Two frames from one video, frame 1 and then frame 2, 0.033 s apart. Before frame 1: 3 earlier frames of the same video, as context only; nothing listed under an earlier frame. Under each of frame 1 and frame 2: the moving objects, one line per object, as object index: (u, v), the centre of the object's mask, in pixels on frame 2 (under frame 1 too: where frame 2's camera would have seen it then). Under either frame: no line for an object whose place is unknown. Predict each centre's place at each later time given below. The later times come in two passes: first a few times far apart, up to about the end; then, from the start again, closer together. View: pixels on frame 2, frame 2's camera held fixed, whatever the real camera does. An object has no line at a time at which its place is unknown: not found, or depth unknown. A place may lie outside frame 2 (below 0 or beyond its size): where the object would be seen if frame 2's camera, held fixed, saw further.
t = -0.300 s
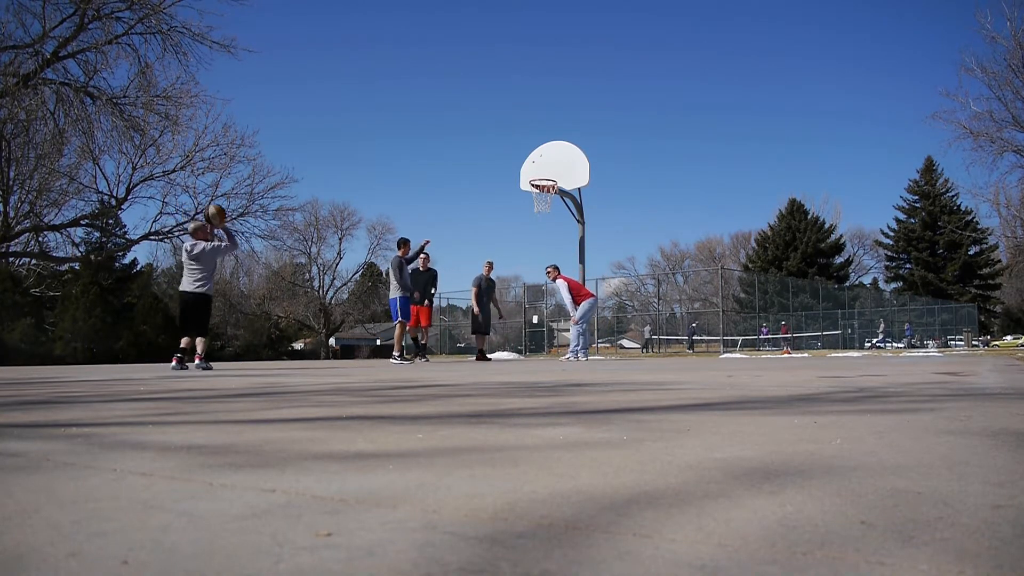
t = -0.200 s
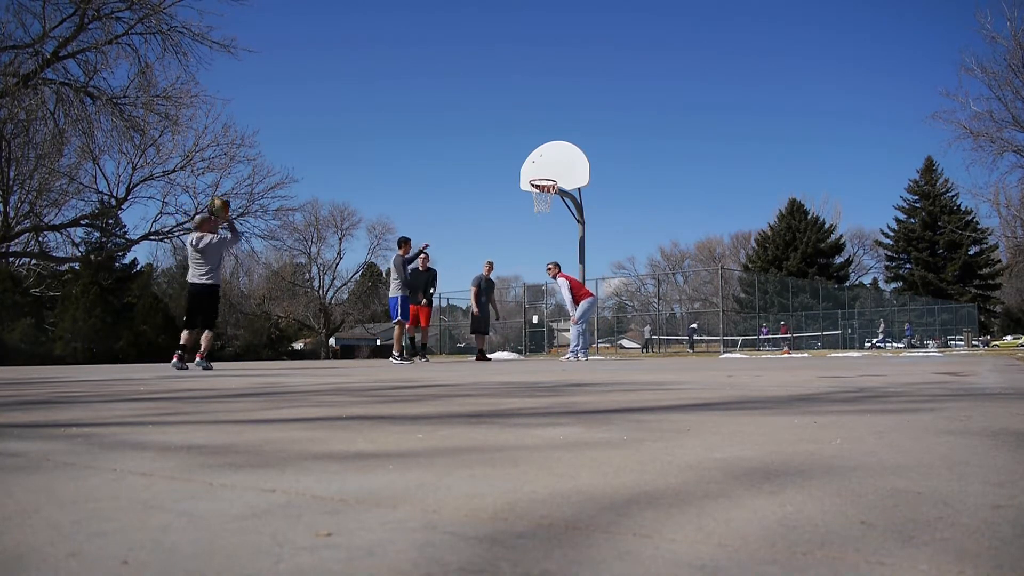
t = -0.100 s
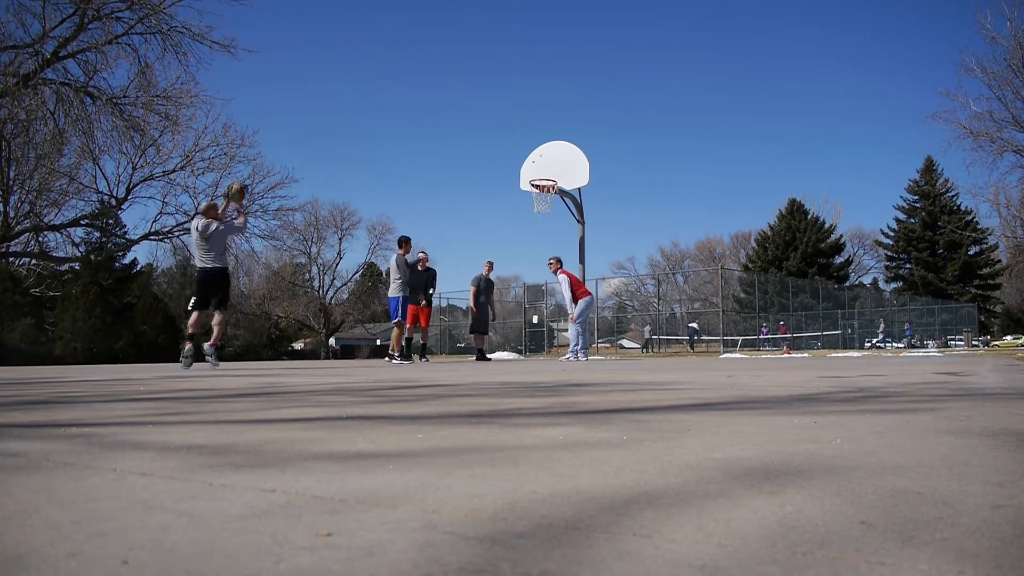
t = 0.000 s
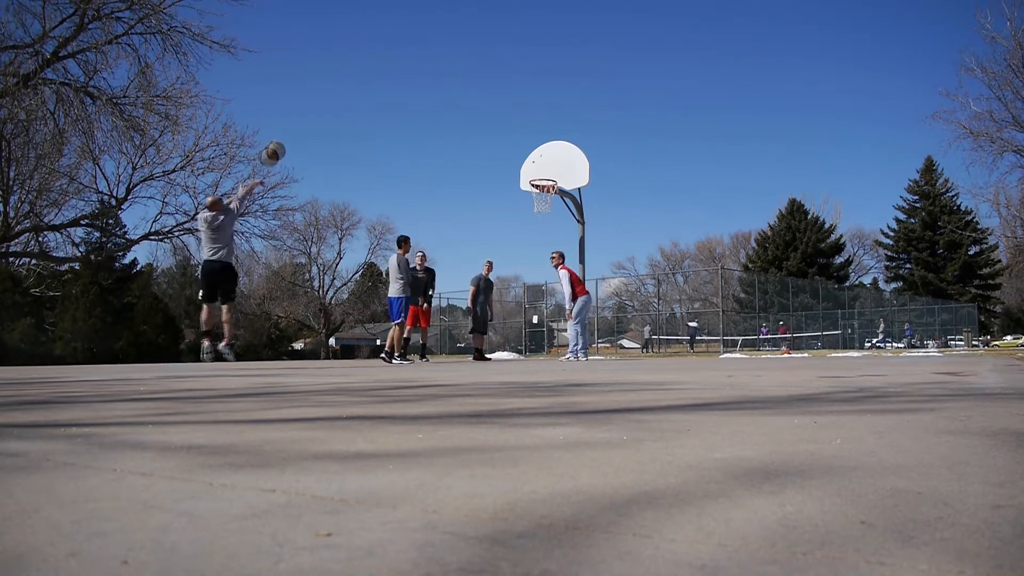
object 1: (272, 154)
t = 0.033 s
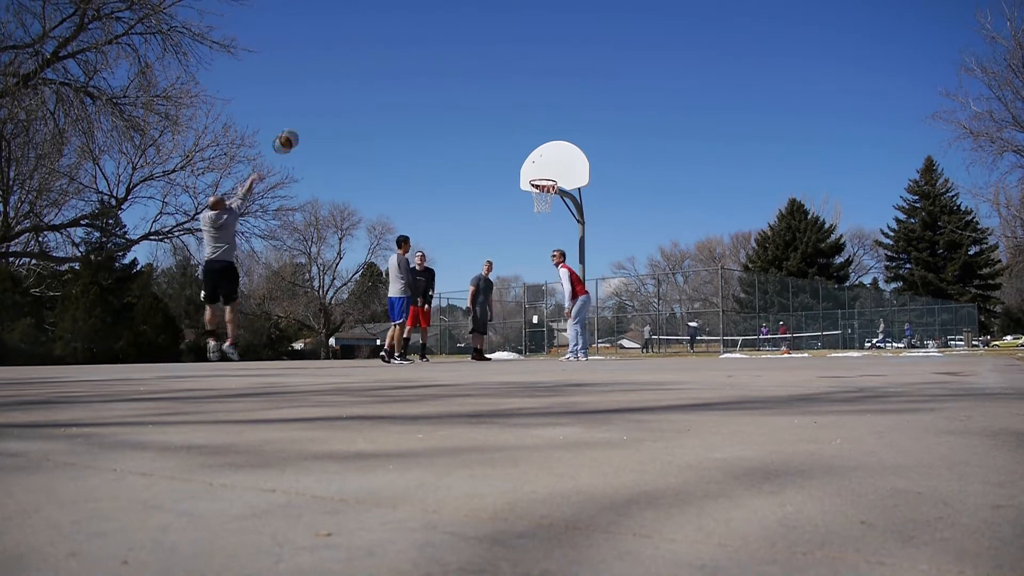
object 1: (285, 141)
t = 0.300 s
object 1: (378, 86)
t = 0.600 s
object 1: (458, 91)
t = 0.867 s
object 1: (514, 139)
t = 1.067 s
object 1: (548, 194)
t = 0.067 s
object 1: (298, 131)
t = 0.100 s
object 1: (311, 121)
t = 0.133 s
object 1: (323, 113)
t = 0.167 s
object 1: (335, 105)
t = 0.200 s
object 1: (346, 99)
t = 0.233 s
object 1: (358, 93)
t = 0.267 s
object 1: (368, 89)
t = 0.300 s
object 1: (378, 86)
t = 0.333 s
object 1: (388, 84)
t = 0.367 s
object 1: (398, 82)
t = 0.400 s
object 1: (407, 81)
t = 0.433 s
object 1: (417, 81)
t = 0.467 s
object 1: (425, 82)
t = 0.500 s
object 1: (434, 83)
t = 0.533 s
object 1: (442, 85)
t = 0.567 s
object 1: (450, 88)
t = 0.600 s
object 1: (458, 91)
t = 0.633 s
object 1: (466, 95)
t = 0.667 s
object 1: (473, 99)
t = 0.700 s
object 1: (481, 105)
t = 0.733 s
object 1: (488, 110)
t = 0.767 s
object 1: (495, 117)
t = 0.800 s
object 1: (501, 123)
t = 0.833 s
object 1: (508, 131)
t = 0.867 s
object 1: (514, 139)
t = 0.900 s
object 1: (520, 147)
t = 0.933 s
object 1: (527, 155)
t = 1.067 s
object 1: (548, 194)
